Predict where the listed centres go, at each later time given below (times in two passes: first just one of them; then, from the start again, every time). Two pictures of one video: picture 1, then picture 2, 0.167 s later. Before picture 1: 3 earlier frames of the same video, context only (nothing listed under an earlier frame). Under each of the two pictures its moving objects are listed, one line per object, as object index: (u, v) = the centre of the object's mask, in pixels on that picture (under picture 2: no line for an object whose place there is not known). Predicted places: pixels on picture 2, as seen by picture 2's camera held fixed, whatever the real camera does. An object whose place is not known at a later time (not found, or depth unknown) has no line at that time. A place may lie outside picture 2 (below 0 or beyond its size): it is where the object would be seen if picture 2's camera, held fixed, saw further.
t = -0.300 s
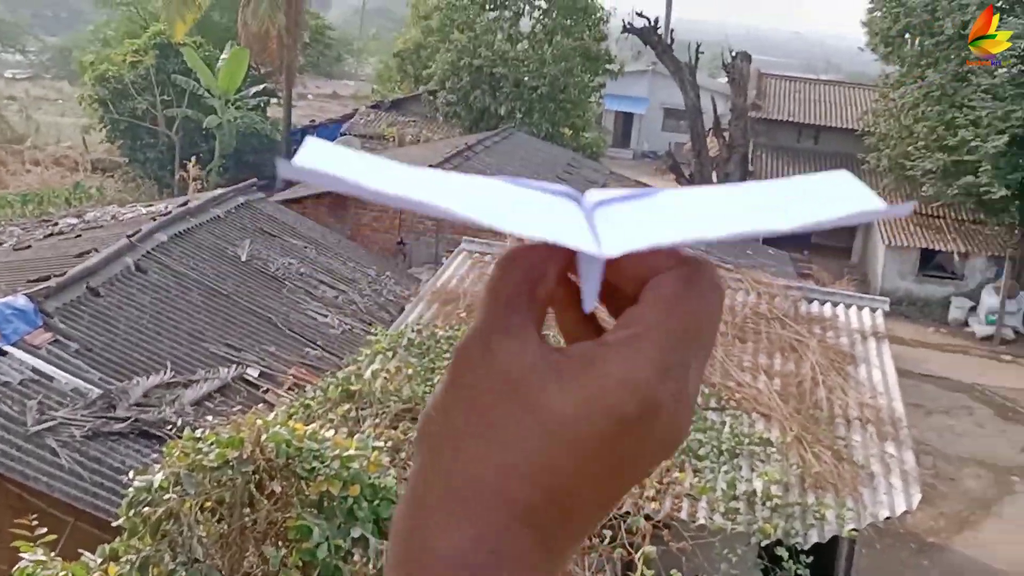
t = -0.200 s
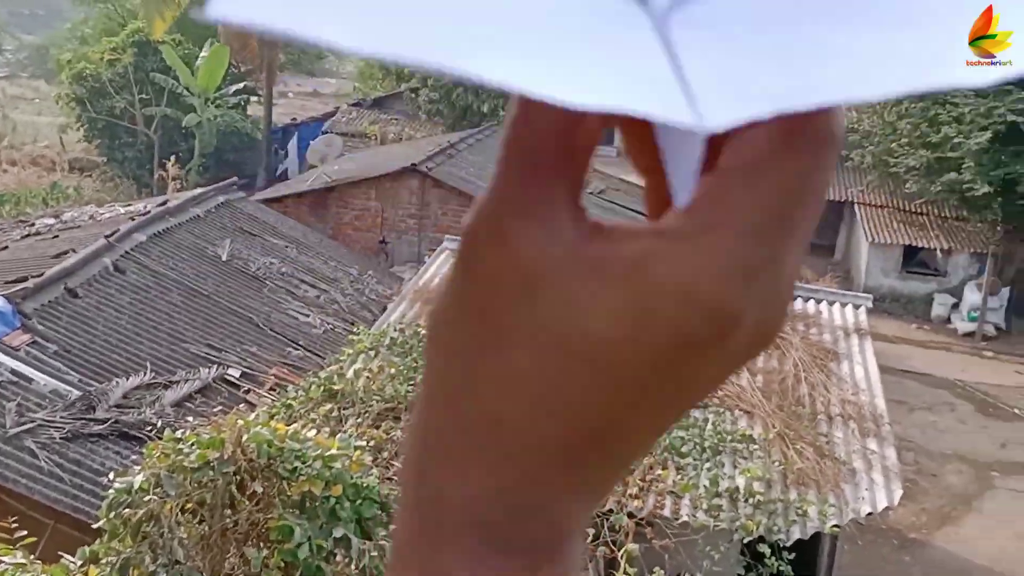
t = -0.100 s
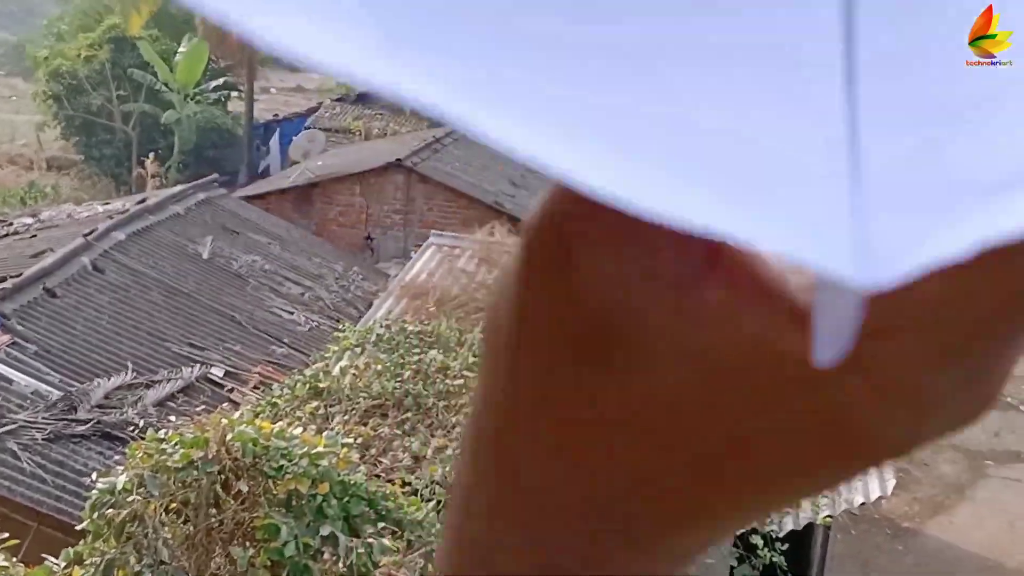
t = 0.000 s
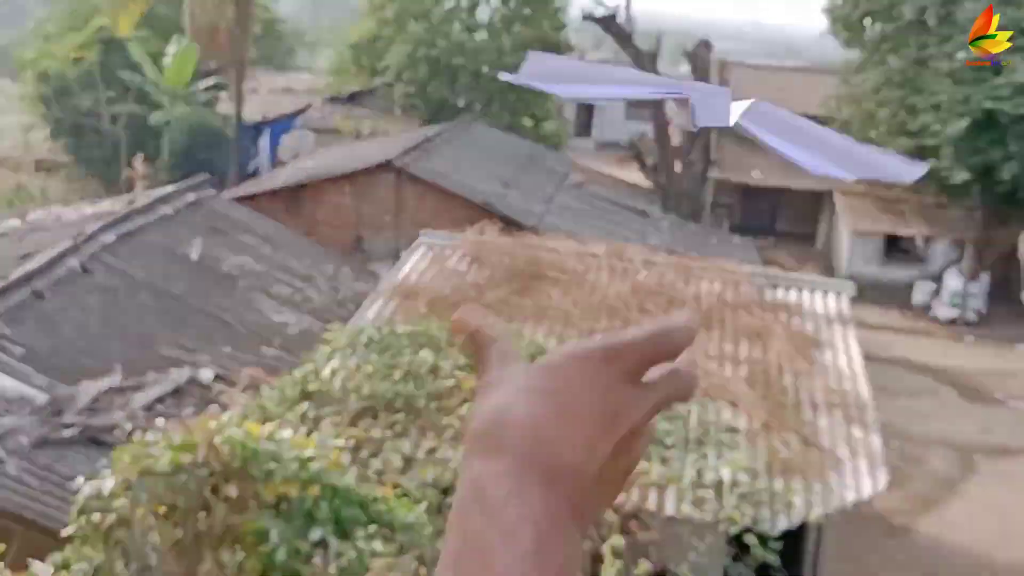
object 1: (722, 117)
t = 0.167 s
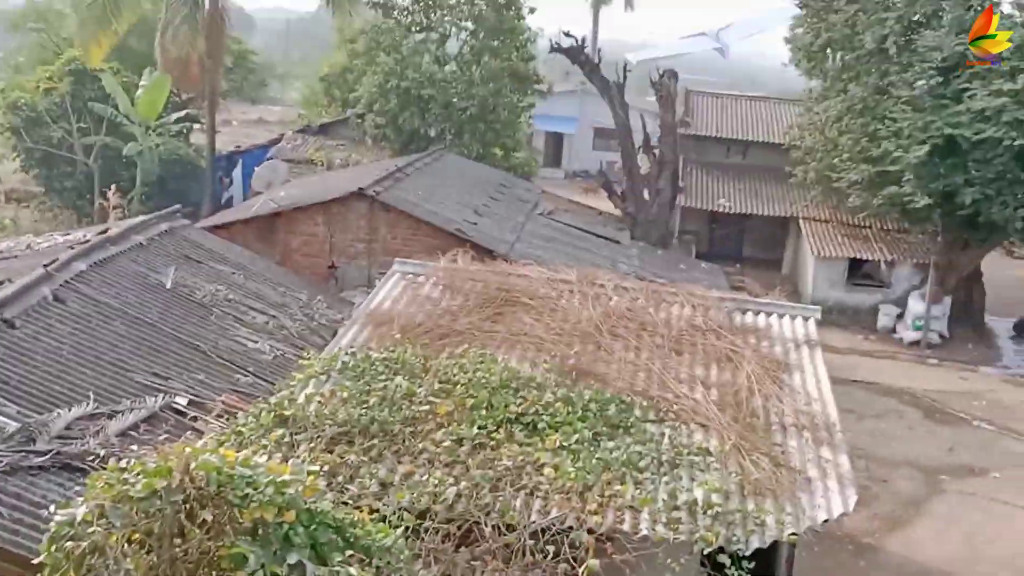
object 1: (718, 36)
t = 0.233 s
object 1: (716, 18)
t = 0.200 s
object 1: (719, 24)
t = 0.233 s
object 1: (716, 18)
